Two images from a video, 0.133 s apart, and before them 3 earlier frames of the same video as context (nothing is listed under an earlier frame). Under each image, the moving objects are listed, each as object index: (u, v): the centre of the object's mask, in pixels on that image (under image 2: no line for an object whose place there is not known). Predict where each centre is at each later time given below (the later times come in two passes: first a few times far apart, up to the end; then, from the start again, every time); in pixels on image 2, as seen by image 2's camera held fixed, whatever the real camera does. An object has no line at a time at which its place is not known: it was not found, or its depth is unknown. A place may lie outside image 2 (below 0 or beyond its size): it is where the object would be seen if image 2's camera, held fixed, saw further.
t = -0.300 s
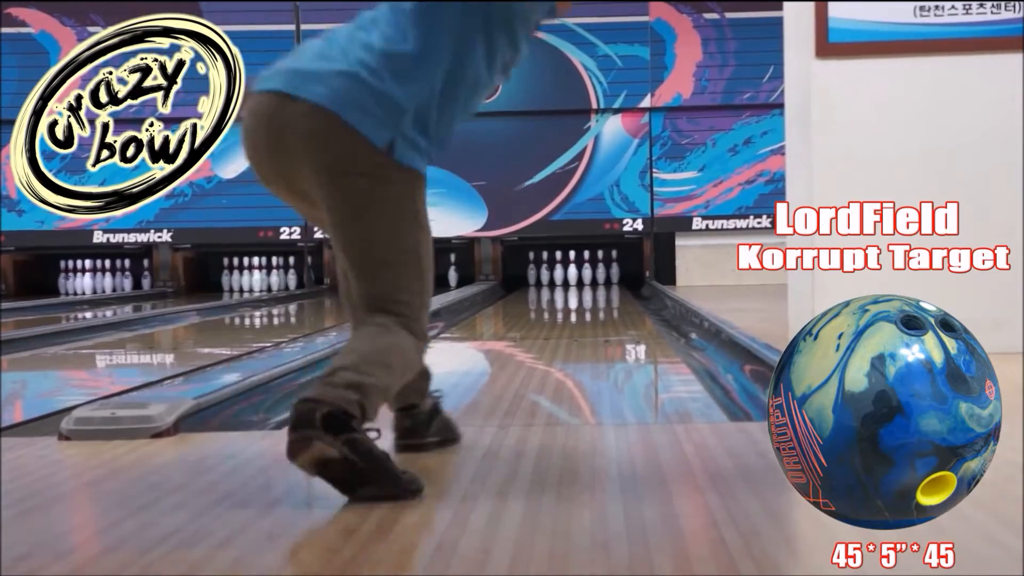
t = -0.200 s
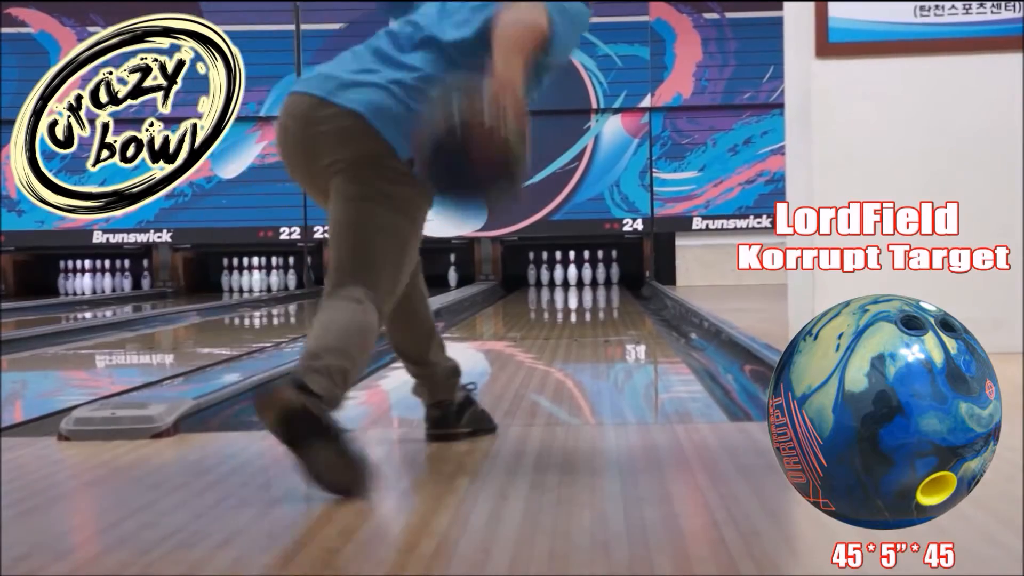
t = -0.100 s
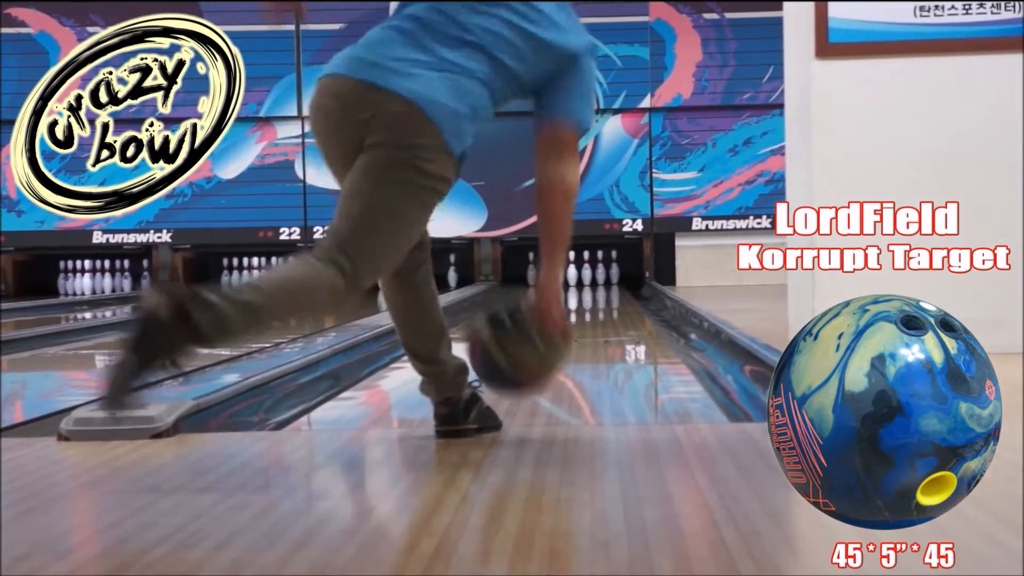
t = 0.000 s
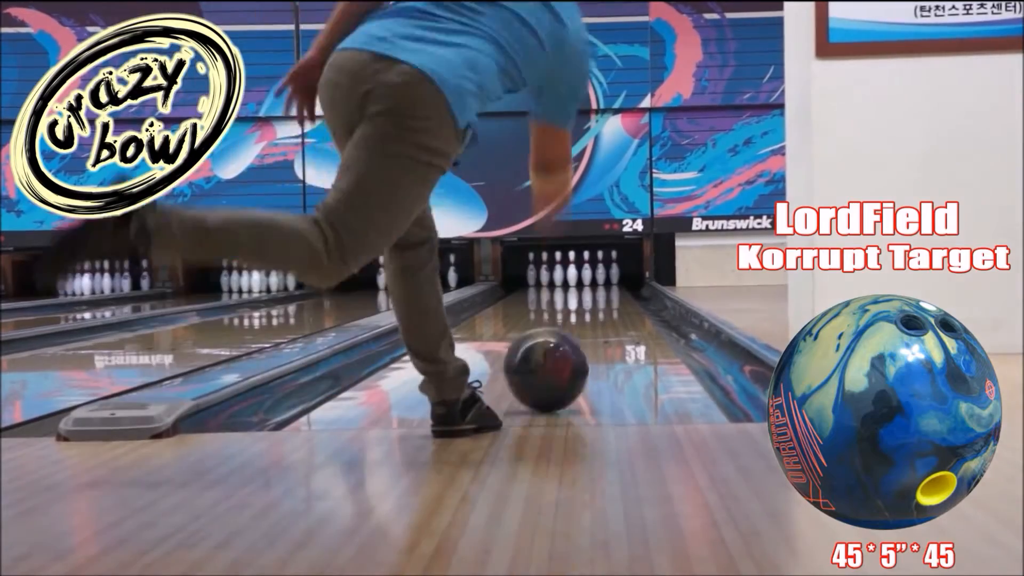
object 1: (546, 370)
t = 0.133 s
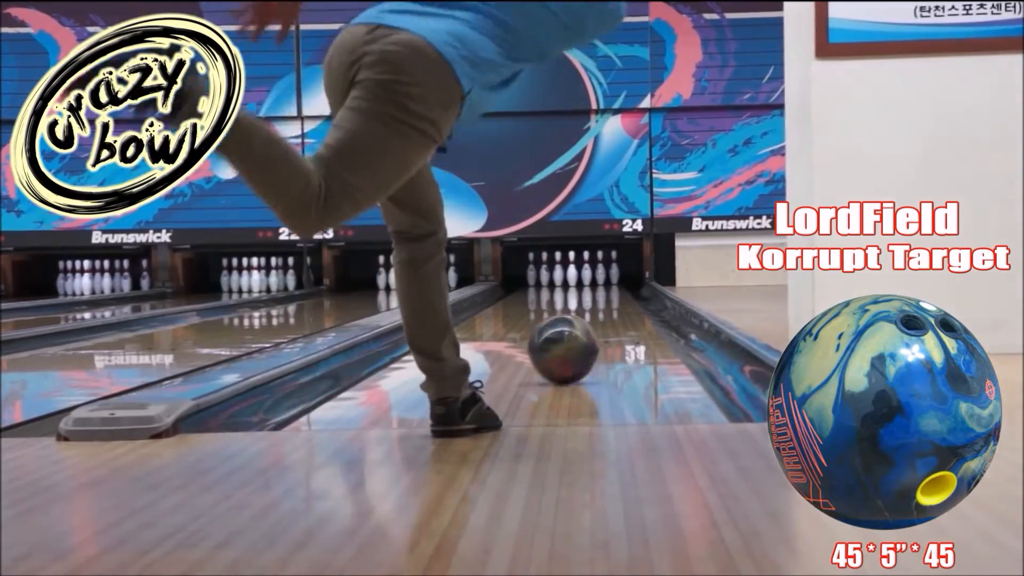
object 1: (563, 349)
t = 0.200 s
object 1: (570, 341)
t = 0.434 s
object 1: (586, 321)
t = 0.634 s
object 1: (594, 309)
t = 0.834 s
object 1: (598, 302)
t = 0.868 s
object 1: (599, 301)
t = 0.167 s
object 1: (566, 345)
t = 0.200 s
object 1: (570, 341)
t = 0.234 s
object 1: (573, 337)
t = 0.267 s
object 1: (575, 335)
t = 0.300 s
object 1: (577, 331)
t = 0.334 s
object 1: (580, 328)
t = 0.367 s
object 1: (582, 325)
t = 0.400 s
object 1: (585, 323)
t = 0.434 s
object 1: (586, 321)
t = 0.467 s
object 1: (587, 319)
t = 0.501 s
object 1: (589, 317)
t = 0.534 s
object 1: (590, 314)
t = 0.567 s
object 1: (591, 312)
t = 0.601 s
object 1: (592, 311)
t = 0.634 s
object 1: (594, 309)
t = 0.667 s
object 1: (595, 308)
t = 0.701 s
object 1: (596, 306)
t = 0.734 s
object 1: (596, 306)
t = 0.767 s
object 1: (596, 305)
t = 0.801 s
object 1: (598, 303)
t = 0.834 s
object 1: (598, 302)
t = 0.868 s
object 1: (599, 301)
